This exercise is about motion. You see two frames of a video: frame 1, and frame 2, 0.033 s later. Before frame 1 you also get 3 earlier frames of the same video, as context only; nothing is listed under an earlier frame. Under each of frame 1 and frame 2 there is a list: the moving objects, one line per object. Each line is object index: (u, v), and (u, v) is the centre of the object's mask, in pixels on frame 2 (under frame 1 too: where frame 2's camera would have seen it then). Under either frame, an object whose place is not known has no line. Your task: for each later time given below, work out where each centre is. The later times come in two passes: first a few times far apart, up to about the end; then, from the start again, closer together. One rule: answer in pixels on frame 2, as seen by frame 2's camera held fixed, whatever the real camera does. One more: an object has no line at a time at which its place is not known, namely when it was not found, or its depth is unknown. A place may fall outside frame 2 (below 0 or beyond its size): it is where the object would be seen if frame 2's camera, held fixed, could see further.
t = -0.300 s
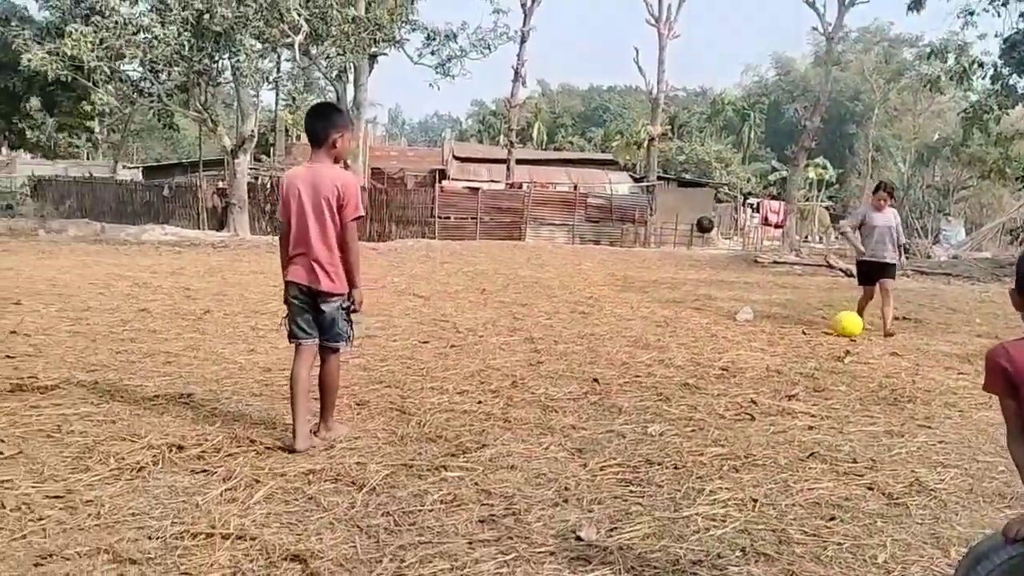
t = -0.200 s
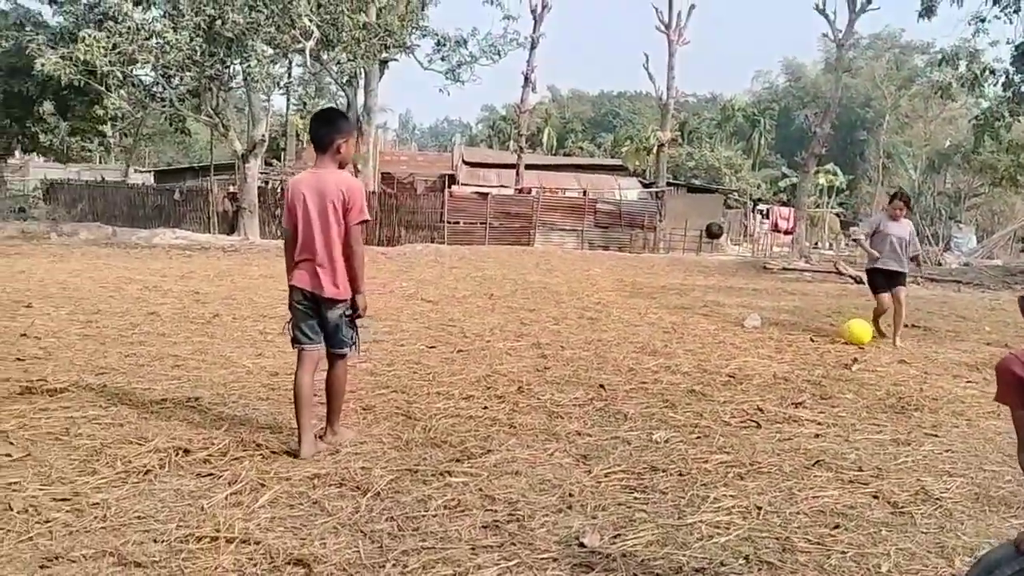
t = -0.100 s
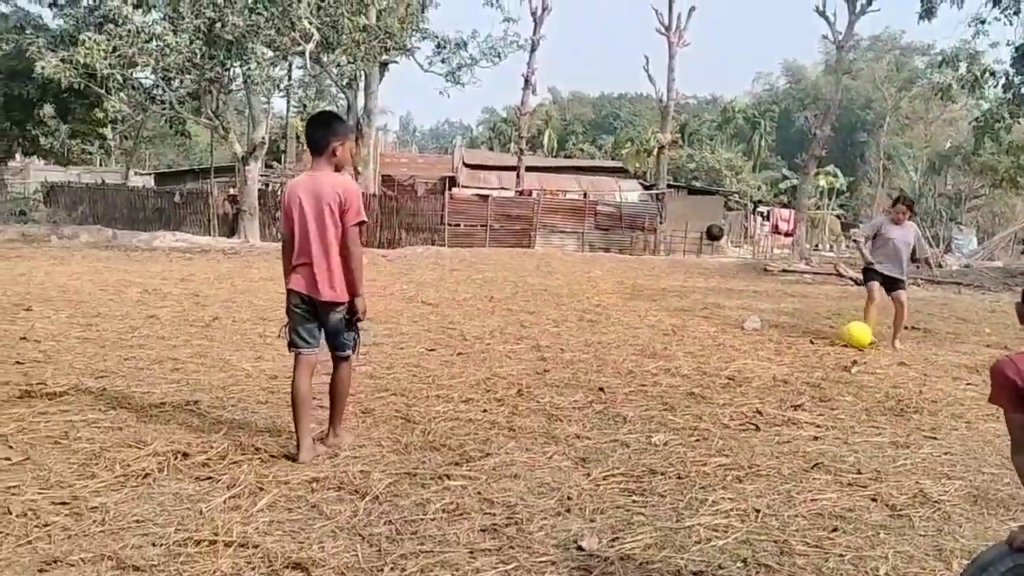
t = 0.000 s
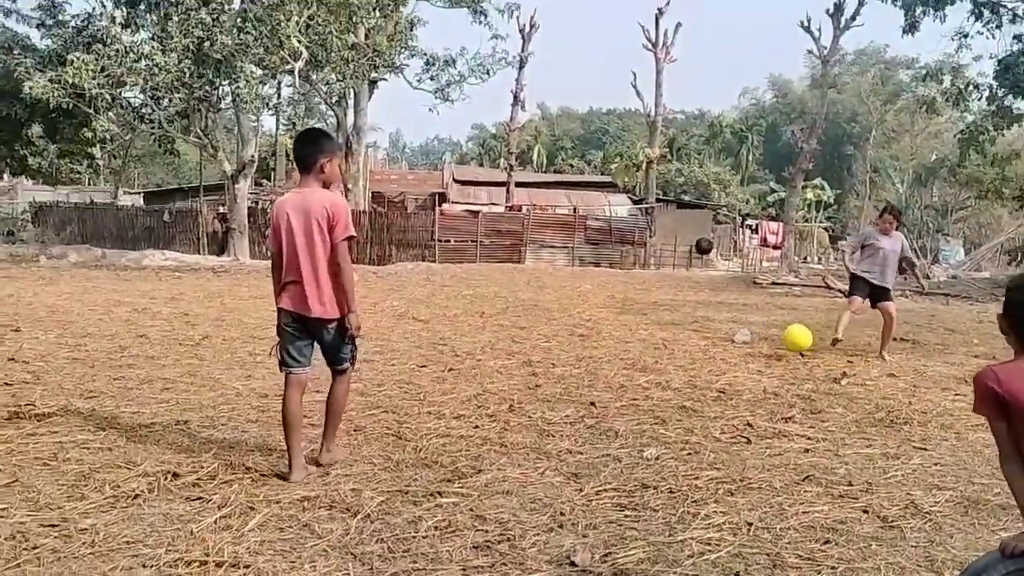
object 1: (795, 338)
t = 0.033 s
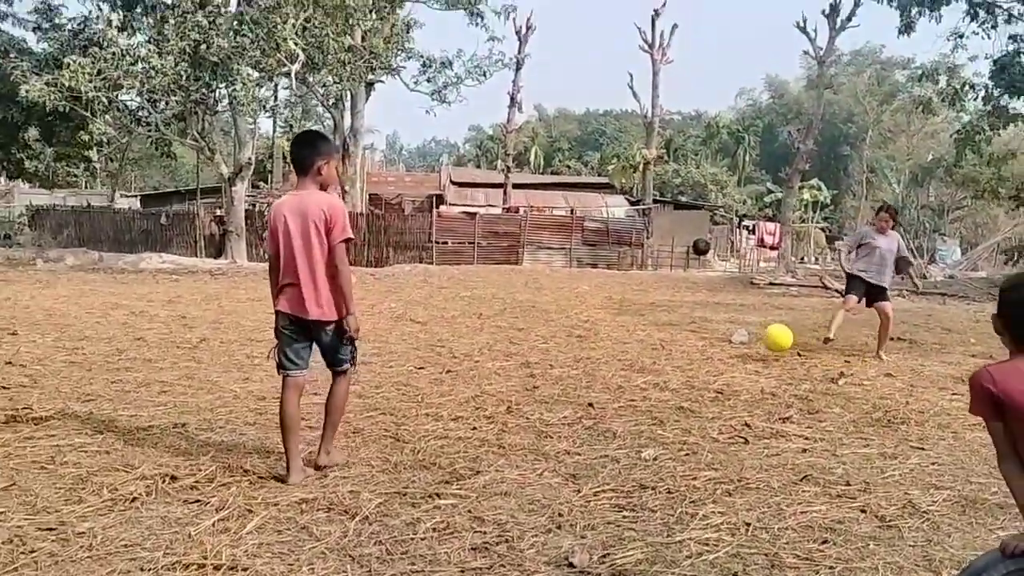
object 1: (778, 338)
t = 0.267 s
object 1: (665, 347)
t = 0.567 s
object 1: (554, 355)
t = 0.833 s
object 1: (462, 360)
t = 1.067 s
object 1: (379, 360)
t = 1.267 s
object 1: (311, 362)
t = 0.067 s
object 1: (761, 339)
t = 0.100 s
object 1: (744, 342)
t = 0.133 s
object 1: (727, 345)
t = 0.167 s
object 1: (708, 350)
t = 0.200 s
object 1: (692, 352)
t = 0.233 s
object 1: (678, 349)
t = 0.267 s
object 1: (665, 347)
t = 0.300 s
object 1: (652, 346)
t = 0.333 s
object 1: (640, 348)
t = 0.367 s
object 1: (626, 349)
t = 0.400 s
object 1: (613, 353)
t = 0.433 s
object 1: (598, 356)
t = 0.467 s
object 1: (586, 355)
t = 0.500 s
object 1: (576, 354)
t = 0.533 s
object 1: (566, 355)
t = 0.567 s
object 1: (554, 355)
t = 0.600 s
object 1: (544, 357)
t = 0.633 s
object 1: (532, 358)
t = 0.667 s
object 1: (519, 358)
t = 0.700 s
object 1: (507, 359)
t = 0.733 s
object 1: (496, 359)
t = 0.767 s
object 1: (486, 358)
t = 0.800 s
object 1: (475, 359)
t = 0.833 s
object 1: (462, 360)
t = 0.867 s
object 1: (450, 360)
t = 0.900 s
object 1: (437, 360)
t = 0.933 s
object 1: (425, 360)
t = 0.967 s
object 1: (415, 360)
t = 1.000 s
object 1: (403, 360)
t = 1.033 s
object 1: (392, 361)
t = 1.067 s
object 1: (379, 360)
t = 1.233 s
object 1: (321, 360)
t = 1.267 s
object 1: (311, 362)
